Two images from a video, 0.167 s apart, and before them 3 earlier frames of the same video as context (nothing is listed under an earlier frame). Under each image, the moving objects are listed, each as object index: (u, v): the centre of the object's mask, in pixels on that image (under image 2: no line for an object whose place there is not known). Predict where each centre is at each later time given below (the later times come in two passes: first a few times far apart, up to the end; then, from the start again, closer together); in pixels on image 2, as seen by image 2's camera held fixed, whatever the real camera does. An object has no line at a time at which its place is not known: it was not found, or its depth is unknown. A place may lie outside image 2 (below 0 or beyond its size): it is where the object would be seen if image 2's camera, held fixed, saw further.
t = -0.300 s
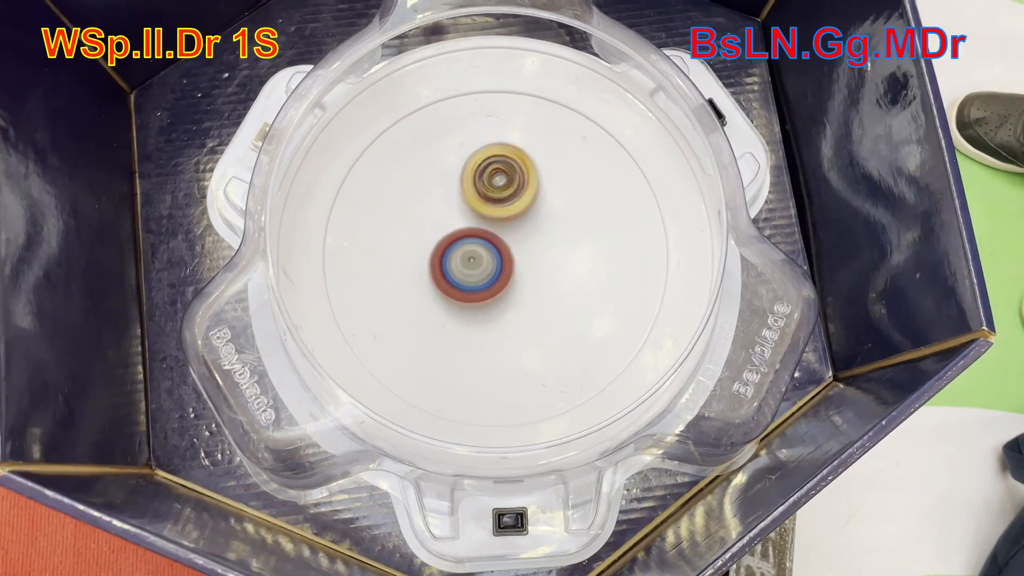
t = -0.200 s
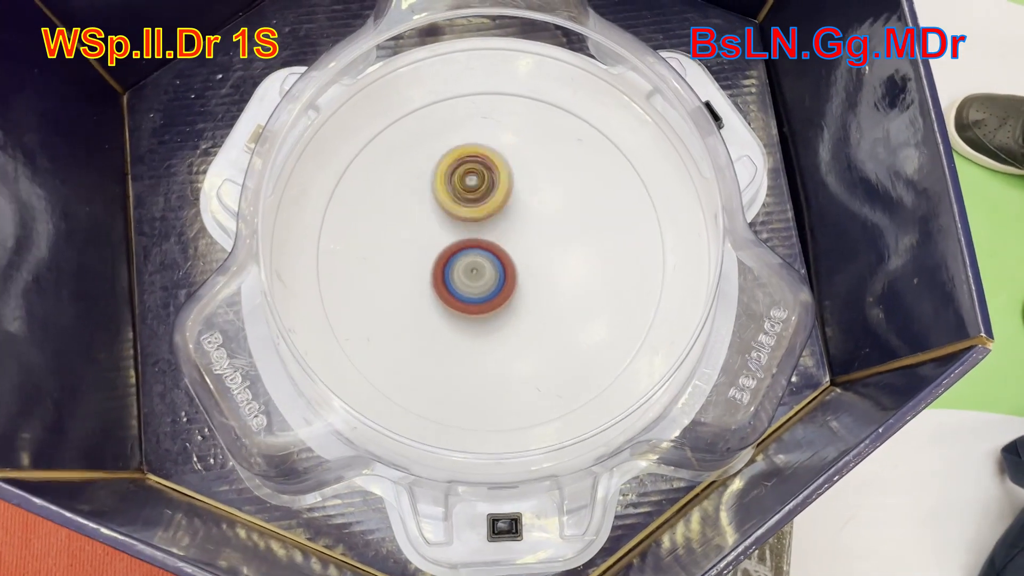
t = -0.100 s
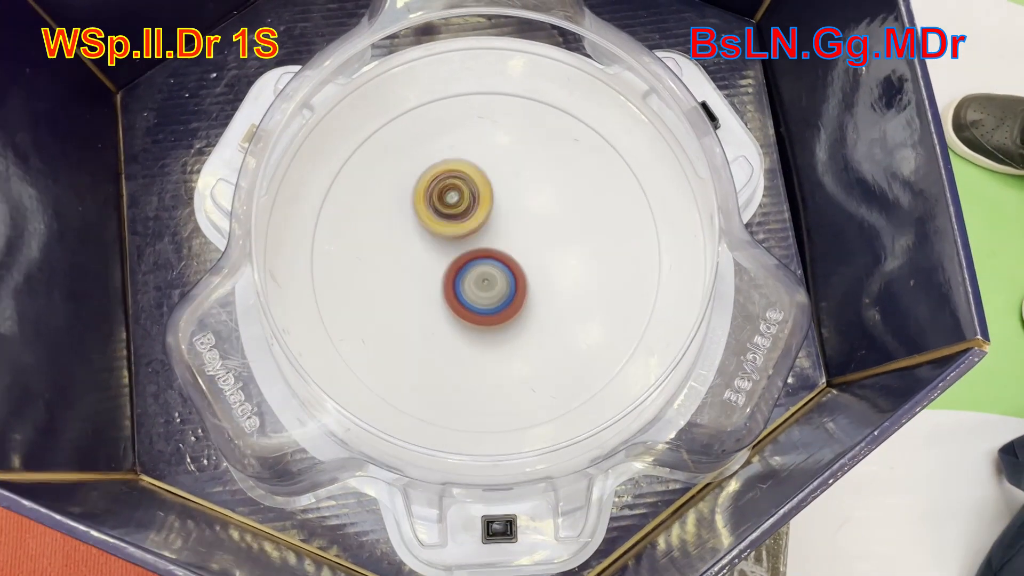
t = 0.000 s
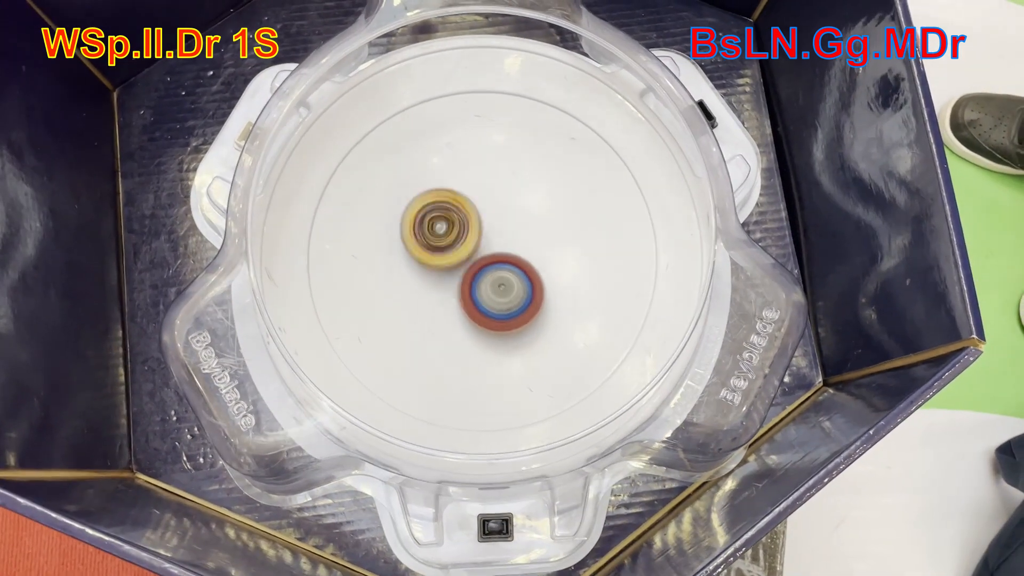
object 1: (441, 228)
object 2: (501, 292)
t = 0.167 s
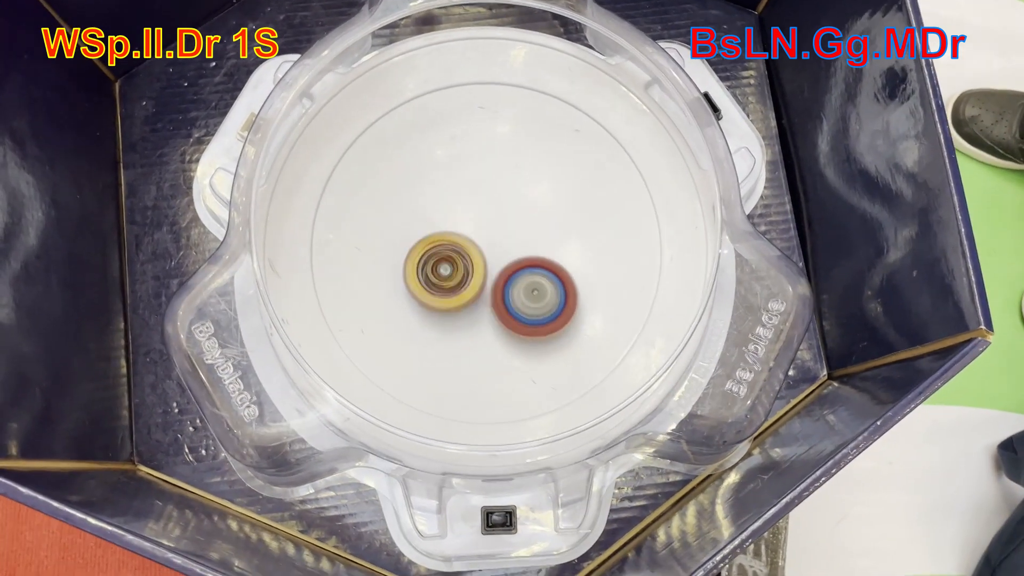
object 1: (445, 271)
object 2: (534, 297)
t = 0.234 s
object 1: (448, 281)
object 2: (536, 301)
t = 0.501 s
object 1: (438, 287)
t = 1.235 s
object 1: (431, 250)
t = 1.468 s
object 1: (452, 233)
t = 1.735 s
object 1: (426, 217)
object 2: (512, 233)
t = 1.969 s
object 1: (418, 218)
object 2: (507, 194)
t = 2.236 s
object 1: (440, 225)
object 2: (518, 182)
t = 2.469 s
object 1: (461, 273)
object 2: (510, 204)
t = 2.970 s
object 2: (418, 214)
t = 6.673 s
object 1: (492, 294)
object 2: (436, 232)
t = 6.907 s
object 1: (565, 300)
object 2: (414, 241)
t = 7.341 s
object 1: (559, 229)
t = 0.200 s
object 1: (446, 277)
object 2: (536, 299)
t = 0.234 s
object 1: (448, 281)
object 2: (536, 301)
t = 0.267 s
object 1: (450, 285)
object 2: (535, 300)
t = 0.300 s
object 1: (449, 286)
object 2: (535, 300)
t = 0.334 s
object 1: (447, 287)
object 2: (535, 298)
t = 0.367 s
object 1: (447, 287)
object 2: (535, 296)
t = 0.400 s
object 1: (446, 288)
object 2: (532, 292)
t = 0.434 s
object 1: (443, 287)
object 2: (531, 288)
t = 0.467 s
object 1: (440, 287)
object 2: (529, 284)
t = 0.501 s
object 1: (438, 287)
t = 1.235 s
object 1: (431, 250)
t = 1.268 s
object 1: (434, 248)
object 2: (561, 250)
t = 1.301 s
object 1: (436, 246)
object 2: (559, 252)
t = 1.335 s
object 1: (438, 245)
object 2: (556, 254)
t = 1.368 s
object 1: (443, 243)
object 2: (552, 256)
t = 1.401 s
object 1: (447, 241)
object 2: (547, 257)
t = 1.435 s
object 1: (452, 238)
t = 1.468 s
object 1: (452, 233)
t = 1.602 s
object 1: (440, 222)
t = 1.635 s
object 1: (438, 221)
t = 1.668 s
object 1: (432, 219)
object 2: (520, 242)
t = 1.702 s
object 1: (429, 218)
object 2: (516, 238)
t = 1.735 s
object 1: (426, 217)
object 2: (512, 233)
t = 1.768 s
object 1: (426, 217)
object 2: (509, 227)
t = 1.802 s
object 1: (421, 217)
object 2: (510, 221)
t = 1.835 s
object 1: (418, 217)
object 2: (509, 215)
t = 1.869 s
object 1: (417, 216)
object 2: (508, 210)
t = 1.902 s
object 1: (417, 217)
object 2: (508, 204)
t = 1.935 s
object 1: (417, 217)
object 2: (507, 199)
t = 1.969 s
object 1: (418, 218)
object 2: (507, 194)
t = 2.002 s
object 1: (420, 218)
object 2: (507, 190)
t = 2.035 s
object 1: (421, 219)
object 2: (508, 187)
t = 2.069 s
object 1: (423, 220)
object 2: (510, 183)
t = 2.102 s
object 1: (425, 220)
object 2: (511, 182)
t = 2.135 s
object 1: (428, 221)
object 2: (513, 180)
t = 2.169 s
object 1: (432, 222)
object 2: (515, 180)
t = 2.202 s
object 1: (435, 224)
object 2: (516, 180)
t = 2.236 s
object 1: (440, 225)
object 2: (518, 182)
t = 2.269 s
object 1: (446, 226)
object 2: (518, 183)
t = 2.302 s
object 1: (451, 228)
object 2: (519, 186)
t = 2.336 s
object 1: (453, 233)
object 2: (520, 189)
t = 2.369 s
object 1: (455, 242)
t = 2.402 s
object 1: (458, 250)
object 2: (517, 197)
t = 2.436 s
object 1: (459, 262)
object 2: (514, 201)
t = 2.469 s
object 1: (461, 273)
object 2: (510, 204)
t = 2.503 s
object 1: (465, 284)
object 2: (504, 209)
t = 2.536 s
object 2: (498, 213)
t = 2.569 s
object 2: (491, 216)
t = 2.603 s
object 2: (484, 219)
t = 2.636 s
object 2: (476, 222)
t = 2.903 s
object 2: (424, 218)
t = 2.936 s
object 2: (421, 217)
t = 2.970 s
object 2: (418, 214)
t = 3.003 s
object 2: (417, 211)
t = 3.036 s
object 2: (416, 209)
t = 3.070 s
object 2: (417, 208)
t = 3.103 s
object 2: (419, 206)
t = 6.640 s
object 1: (487, 294)
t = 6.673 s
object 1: (492, 294)
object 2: (436, 232)
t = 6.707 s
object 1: (495, 293)
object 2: (435, 236)
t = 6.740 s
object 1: (497, 291)
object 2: (433, 239)
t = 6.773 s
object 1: (499, 291)
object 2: (432, 242)
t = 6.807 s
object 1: (518, 296)
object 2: (422, 240)
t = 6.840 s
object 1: (536, 301)
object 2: (416, 239)
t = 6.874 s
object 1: (552, 301)
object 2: (414, 240)
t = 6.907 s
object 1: (565, 300)
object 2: (414, 241)
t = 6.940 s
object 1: (577, 295)
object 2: (414, 243)
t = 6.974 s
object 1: (586, 290)
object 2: (414, 245)
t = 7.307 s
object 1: (567, 233)
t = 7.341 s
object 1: (559, 229)
